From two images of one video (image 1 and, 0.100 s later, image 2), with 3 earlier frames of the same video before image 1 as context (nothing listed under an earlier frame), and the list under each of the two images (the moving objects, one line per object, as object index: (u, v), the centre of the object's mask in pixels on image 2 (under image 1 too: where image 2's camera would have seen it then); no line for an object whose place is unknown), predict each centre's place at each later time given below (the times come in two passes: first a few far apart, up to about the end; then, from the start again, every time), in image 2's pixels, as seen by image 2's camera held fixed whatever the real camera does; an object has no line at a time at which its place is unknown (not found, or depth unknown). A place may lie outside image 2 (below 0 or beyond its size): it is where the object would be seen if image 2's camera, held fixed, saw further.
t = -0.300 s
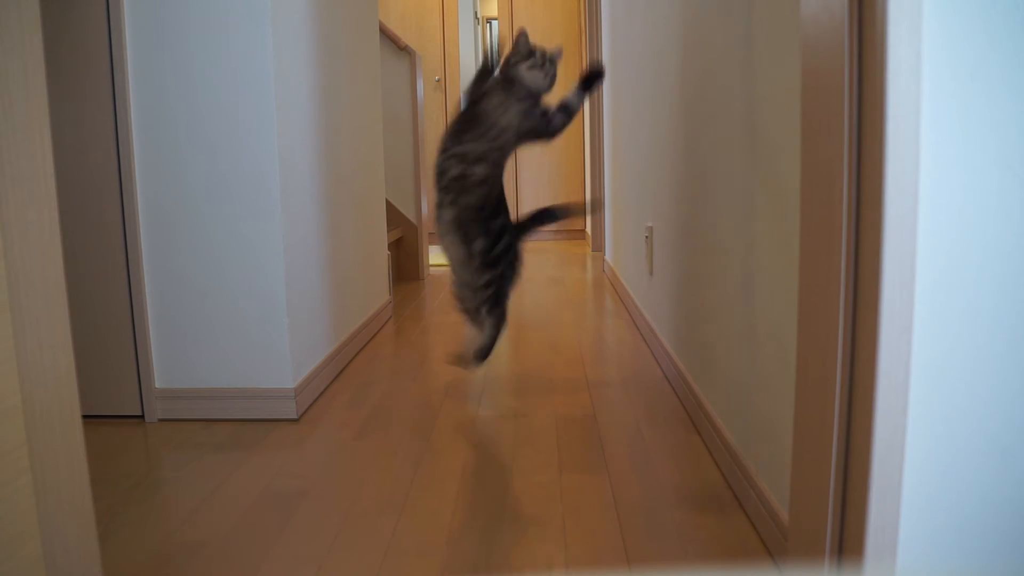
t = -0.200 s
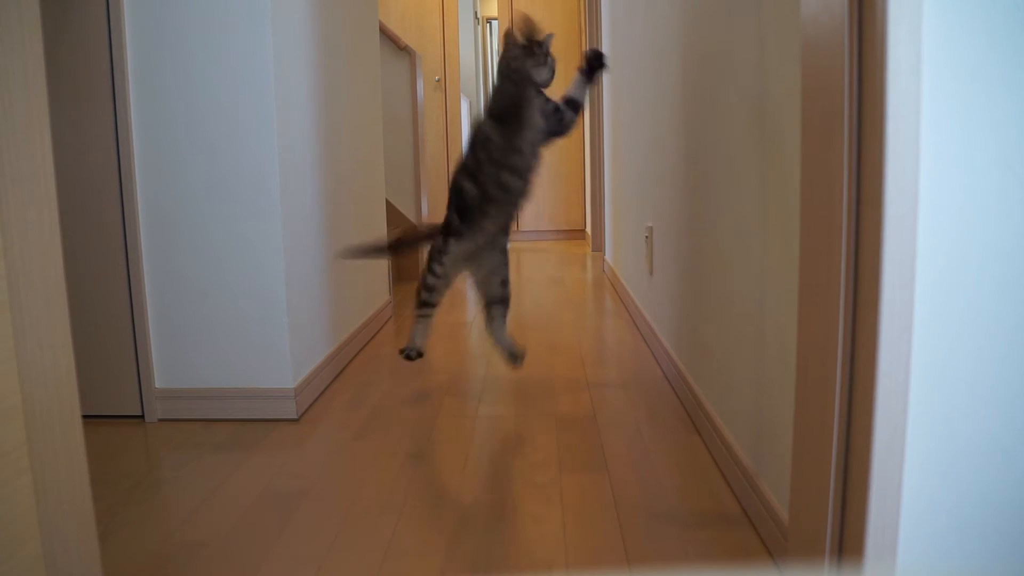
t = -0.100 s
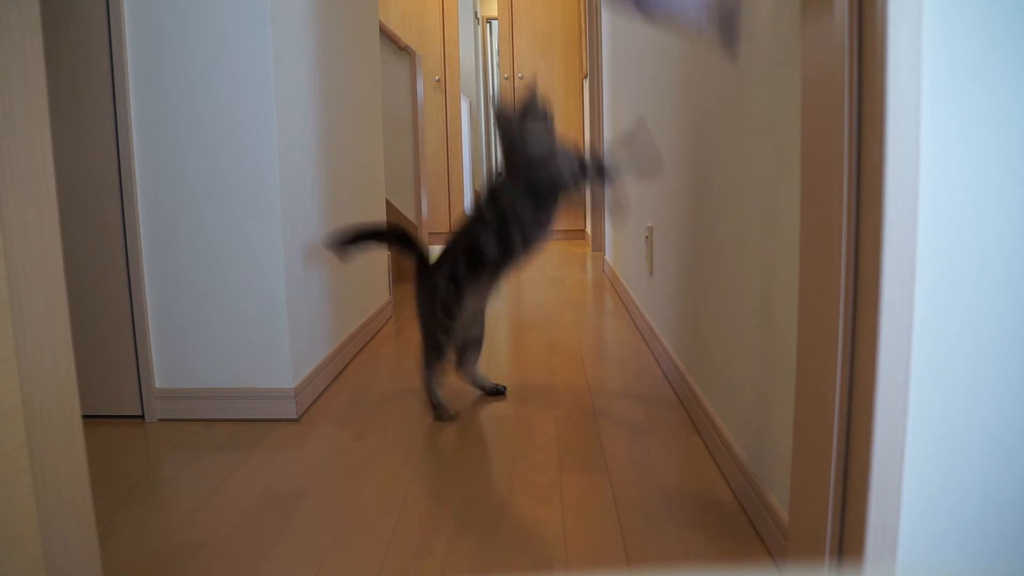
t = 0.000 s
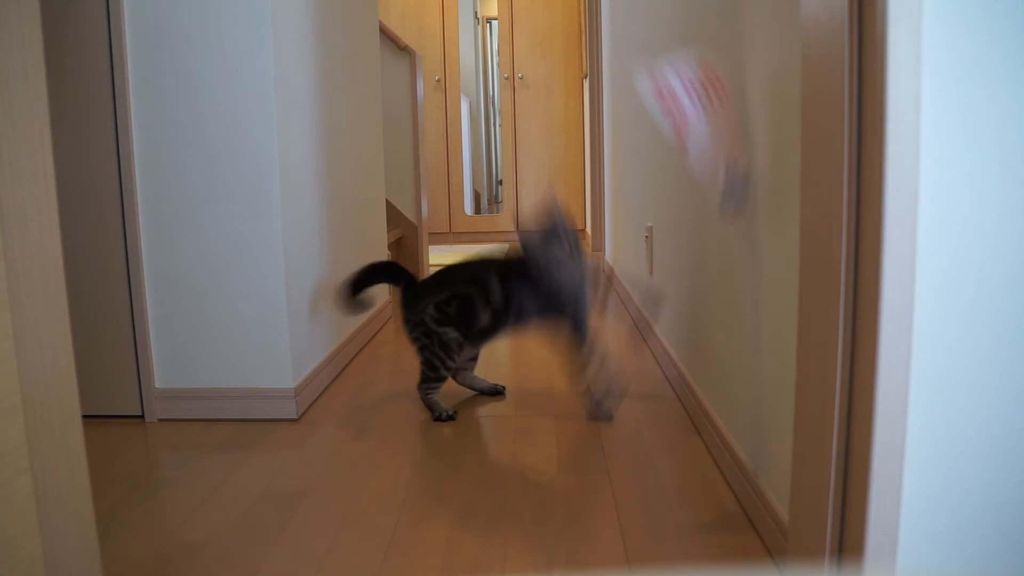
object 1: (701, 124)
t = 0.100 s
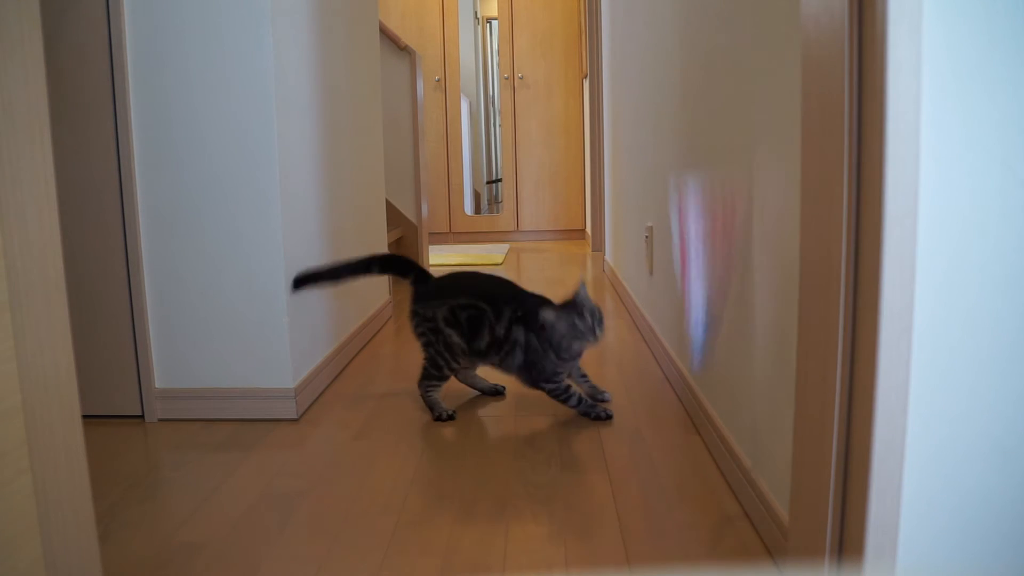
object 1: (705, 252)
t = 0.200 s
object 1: (692, 443)
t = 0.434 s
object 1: (660, 523)
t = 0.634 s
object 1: (610, 535)
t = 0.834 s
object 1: (609, 535)
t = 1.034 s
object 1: (609, 535)
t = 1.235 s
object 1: (609, 535)
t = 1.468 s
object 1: (608, 535)
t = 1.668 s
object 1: (609, 535)
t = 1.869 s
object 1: (609, 535)
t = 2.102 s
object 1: (608, 535)
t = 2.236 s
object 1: (608, 535)
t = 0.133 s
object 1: (699, 317)
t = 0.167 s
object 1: (694, 393)
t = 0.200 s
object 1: (692, 443)
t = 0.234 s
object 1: (690, 444)
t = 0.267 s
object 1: (687, 451)
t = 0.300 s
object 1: (683, 462)
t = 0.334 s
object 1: (679, 478)
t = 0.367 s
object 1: (676, 498)
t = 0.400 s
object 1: (670, 510)
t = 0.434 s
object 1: (660, 523)
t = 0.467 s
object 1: (645, 533)
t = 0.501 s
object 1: (630, 535)
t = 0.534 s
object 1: (622, 535)
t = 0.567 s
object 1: (616, 535)
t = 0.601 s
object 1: (613, 535)
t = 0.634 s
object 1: (610, 535)
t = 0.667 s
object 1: (609, 535)
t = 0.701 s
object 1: (608, 535)
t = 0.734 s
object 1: (608, 535)
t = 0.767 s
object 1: (608, 535)
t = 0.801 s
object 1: (608, 535)
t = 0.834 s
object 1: (609, 535)
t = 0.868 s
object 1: (609, 535)
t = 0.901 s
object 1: (609, 535)
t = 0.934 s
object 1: (609, 535)
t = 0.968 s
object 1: (609, 535)
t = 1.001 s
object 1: (609, 535)
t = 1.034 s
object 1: (609, 535)
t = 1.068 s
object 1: (609, 535)
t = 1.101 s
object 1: (609, 535)
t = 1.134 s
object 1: (609, 535)
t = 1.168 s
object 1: (609, 535)
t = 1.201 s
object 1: (609, 535)
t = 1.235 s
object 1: (609, 535)
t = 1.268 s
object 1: (609, 535)
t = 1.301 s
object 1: (608, 535)
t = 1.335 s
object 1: (608, 535)
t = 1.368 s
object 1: (608, 535)
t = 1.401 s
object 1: (608, 535)
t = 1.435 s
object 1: (608, 535)
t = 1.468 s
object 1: (608, 535)
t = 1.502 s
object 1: (608, 535)
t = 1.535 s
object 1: (608, 535)
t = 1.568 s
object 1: (608, 535)
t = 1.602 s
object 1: (609, 535)
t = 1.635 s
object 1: (609, 535)
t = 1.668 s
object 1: (609, 535)
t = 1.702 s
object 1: (609, 535)
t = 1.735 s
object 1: (609, 535)
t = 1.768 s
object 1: (608, 535)
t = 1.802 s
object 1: (609, 535)
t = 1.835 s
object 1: (609, 535)
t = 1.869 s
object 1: (609, 535)
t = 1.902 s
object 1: (609, 535)
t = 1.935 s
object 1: (608, 535)
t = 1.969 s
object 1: (608, 535)
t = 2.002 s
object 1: (608, 535)
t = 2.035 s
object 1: (608, 535)
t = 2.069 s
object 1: (608, 535)
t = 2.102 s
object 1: (608, 535)
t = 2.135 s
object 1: (608, 535)
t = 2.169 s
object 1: (608, 535)
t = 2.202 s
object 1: (608, 535)
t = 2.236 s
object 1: (608, 535)
